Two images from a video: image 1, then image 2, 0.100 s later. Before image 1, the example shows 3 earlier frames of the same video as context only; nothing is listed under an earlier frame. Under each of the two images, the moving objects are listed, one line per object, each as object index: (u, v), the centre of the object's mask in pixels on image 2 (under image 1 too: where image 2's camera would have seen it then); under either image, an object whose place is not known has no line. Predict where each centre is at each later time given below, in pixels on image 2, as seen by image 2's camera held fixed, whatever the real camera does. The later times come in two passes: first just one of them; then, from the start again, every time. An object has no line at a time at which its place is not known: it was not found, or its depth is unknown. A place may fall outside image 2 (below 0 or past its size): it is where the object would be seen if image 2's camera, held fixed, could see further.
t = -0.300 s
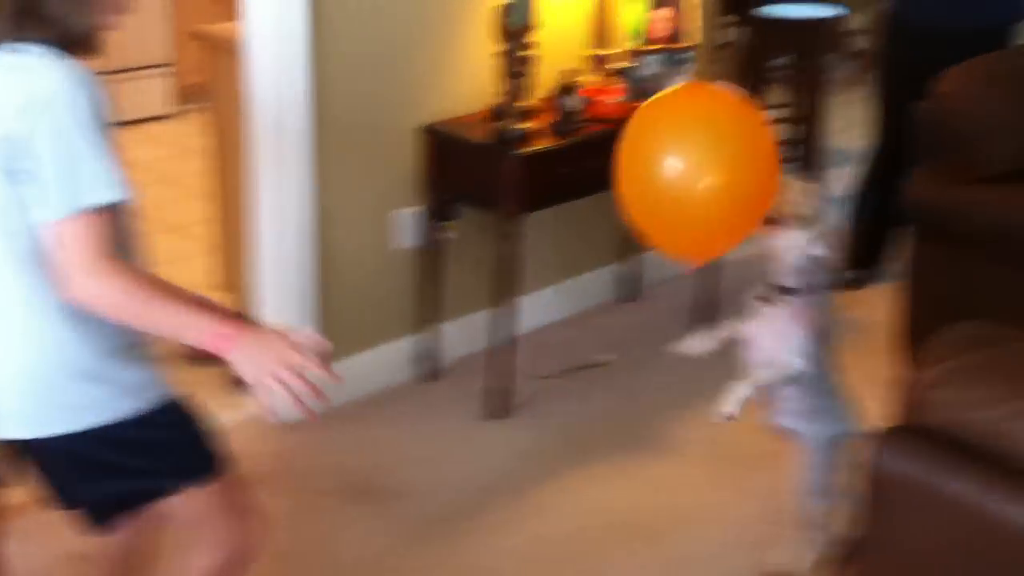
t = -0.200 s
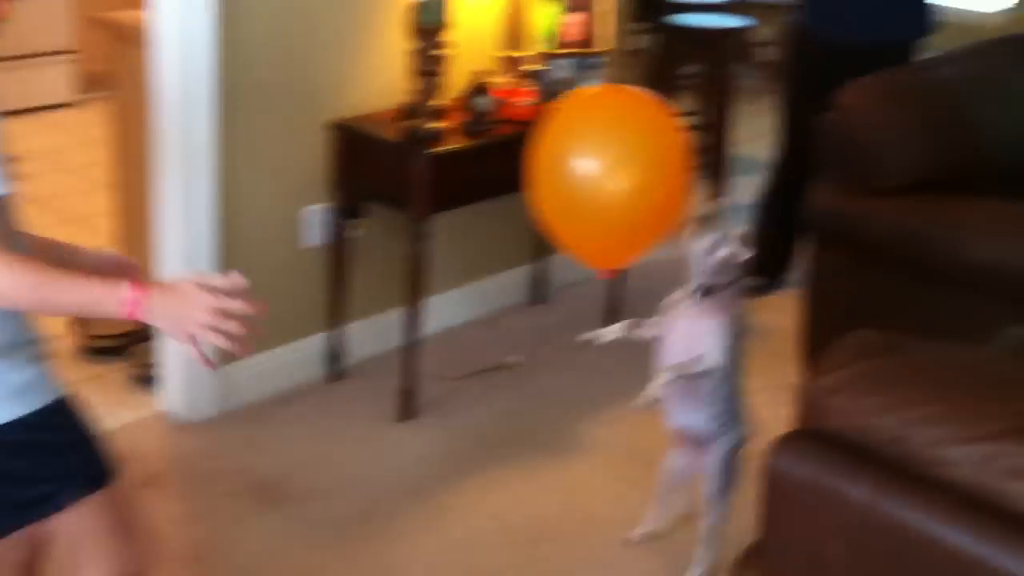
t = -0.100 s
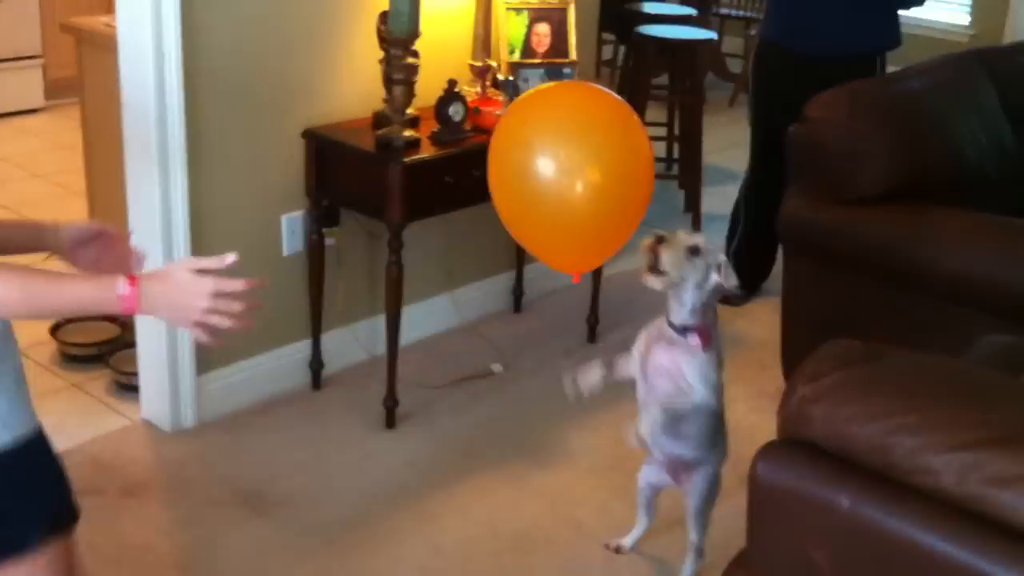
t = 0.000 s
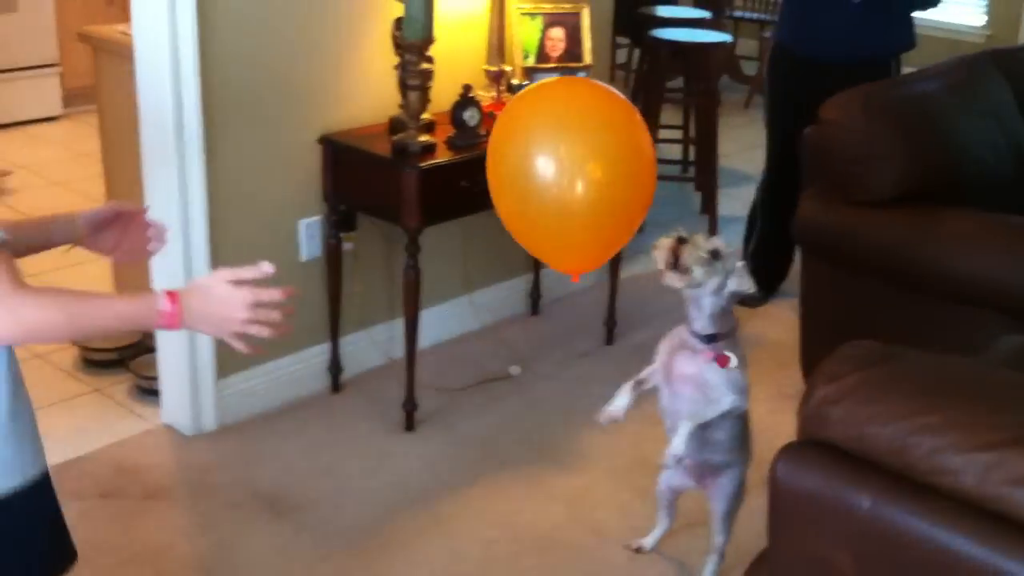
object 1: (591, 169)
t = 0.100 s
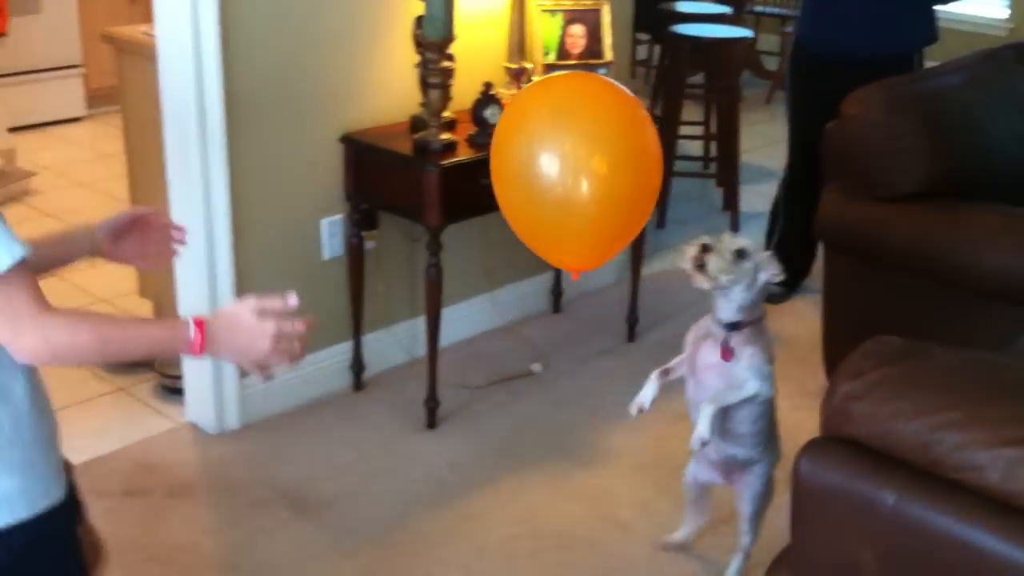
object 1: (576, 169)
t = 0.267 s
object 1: (551, 181)
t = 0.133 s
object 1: (571, 170)
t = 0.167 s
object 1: (567, 172)
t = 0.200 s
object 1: (562, 174)
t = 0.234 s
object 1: (556, 177)
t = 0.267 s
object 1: (551, 181)
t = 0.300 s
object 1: (546, 186)
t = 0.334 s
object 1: (540, 191)
